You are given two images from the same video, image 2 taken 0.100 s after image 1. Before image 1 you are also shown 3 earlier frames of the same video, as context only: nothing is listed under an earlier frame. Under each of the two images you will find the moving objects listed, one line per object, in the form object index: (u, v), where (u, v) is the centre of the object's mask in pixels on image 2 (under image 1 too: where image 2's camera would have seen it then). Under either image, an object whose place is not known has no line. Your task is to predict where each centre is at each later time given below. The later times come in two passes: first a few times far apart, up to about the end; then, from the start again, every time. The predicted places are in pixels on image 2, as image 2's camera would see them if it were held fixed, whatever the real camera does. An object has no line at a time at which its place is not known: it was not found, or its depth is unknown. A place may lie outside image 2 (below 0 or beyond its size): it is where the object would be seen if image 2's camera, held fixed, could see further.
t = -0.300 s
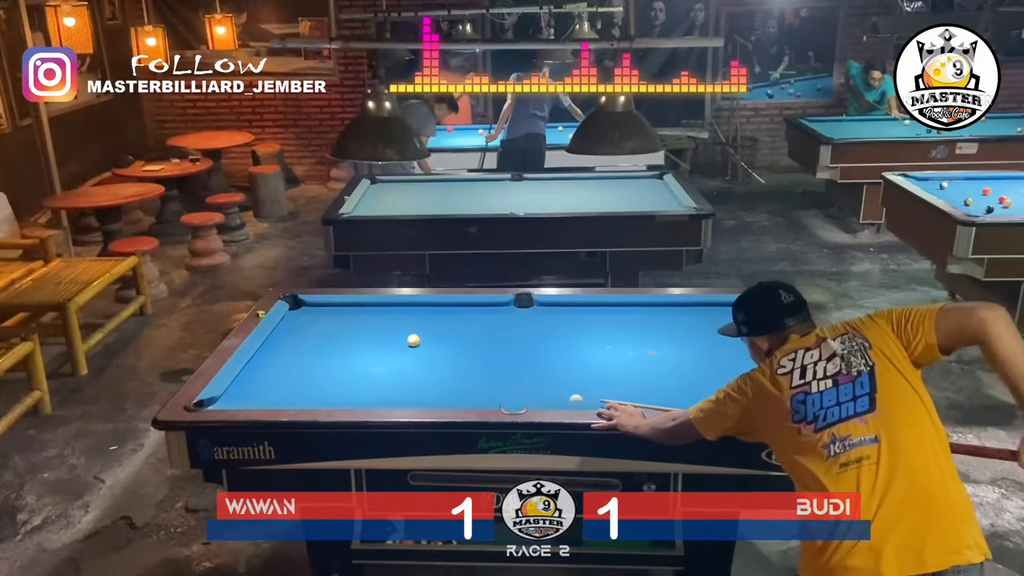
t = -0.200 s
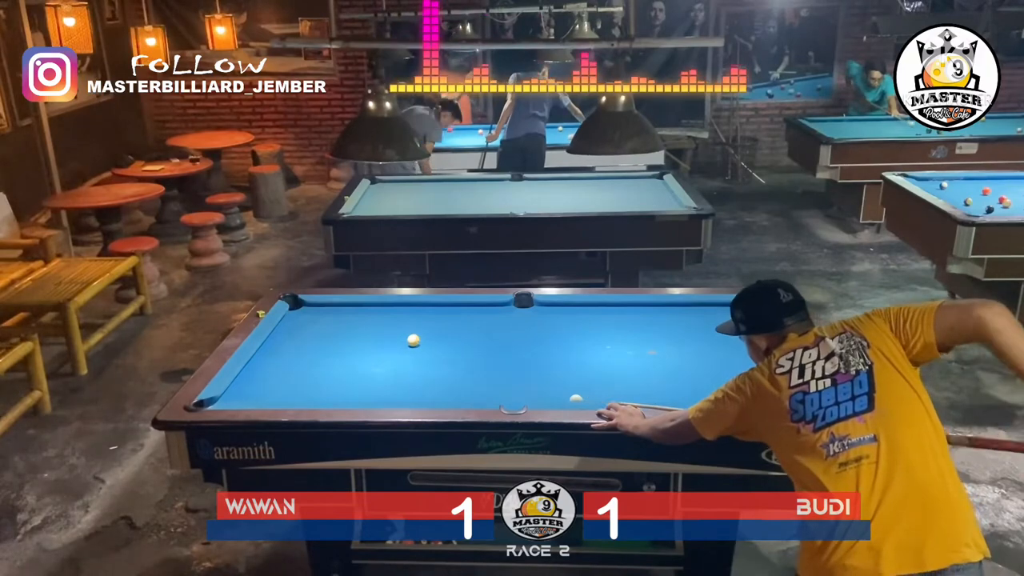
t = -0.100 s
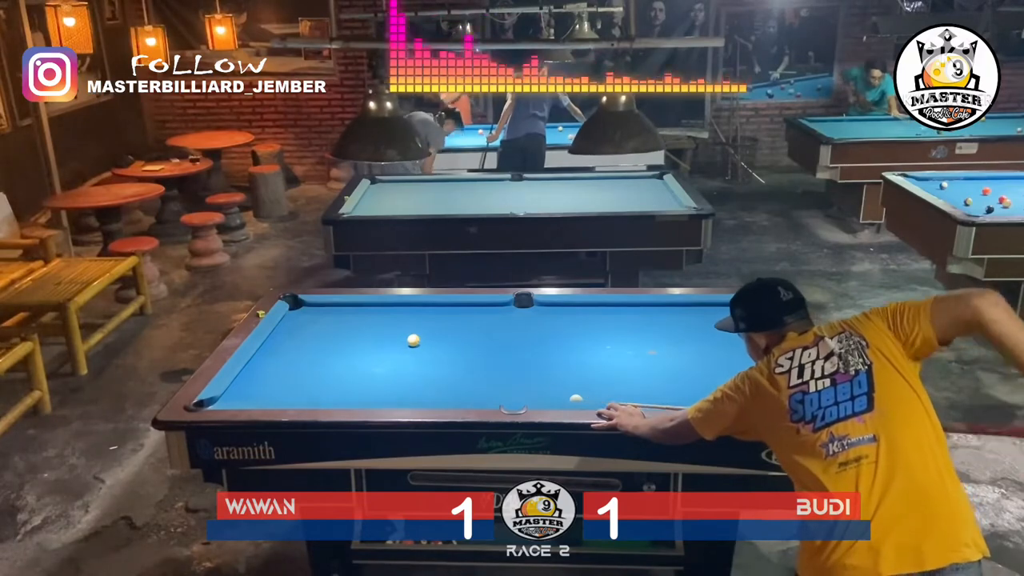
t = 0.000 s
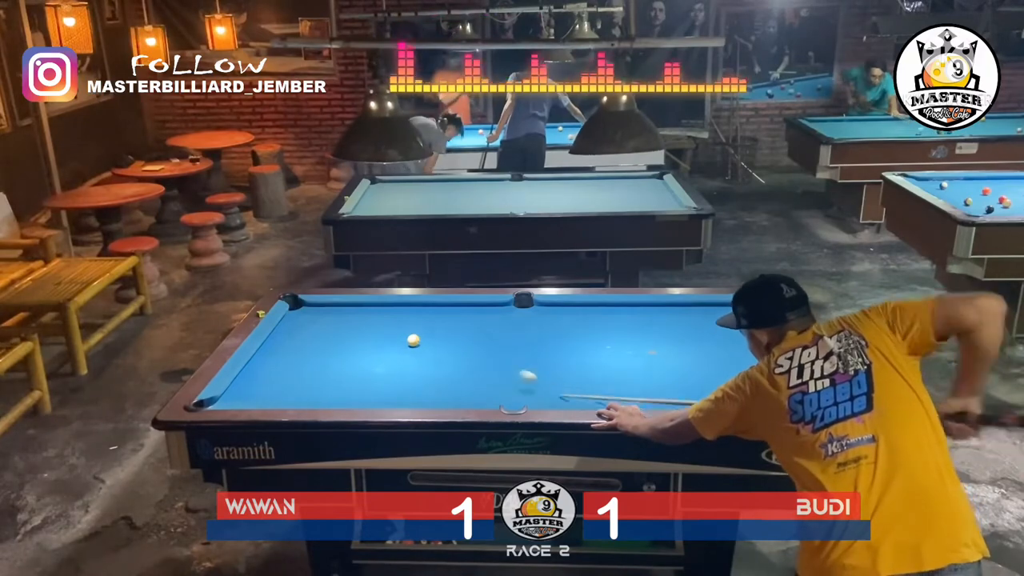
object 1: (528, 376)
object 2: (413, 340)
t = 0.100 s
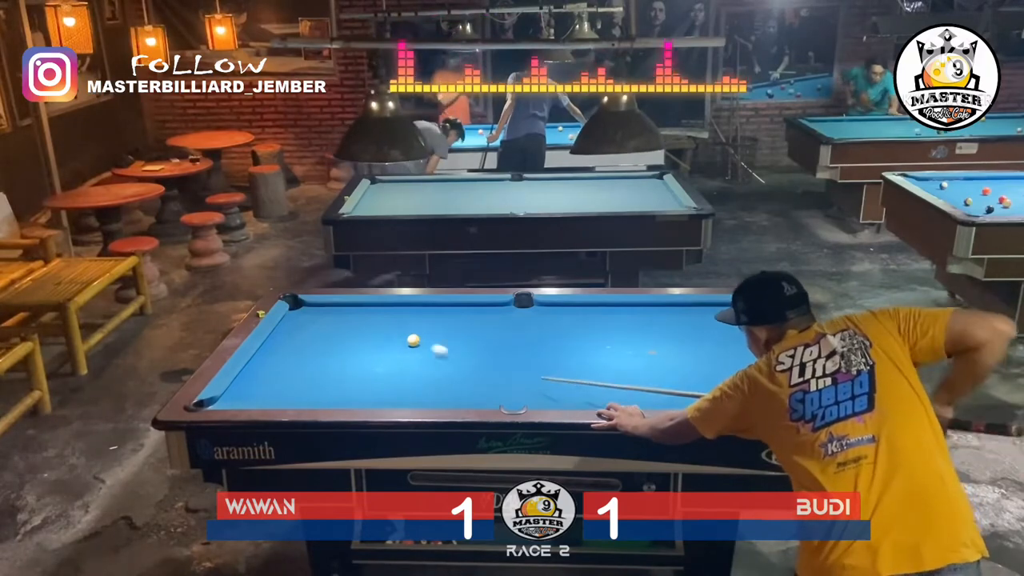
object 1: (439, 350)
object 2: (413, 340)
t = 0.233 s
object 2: (365, 317)
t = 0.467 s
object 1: (384, 348)
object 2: (285, 322)
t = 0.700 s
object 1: (344, 345)
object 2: (310, 351)
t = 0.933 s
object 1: (303, 337)
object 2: (336, 383)
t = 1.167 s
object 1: (285, 330)
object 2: (382, 389)
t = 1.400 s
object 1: (314, 323)
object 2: (436, 368)
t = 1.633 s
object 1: (342, 316)
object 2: (484, 350)
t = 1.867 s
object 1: (366, 311)
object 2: (525, 334)
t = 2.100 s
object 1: (388, 306)
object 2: (562, 320)
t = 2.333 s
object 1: (401, 307)
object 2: (596, 307)
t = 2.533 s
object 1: (410, 308)
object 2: (615, 309)
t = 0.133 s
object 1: (419, 339)
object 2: (408, 337)
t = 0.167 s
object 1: (416, 333)
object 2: (394, 329)
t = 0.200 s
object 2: (379, 323)
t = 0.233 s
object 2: (365, 317)
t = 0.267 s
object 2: (352, 312)
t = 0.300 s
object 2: (339, 306)
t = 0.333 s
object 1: (400, 340)
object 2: (327, 306)
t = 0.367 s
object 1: (397, 348)
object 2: (315, 311)
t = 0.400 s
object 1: (393, 346)
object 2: (304, 315)
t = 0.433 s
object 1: (388, 346)
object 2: (293, 319)
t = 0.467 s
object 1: (384, 348)
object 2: (285, 322)
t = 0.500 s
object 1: (379, 348)
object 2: (289, 326)
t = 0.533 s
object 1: (374, 349)
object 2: (293, 331)
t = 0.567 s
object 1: (368, 348)
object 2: (296, 334)
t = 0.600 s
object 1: (362, 347)
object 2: (299, 338)
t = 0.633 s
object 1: (356, 347)
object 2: (303, 342)
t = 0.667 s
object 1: (350, 346)
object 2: (306, 347)
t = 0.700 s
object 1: (344, 345)
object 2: (310, 351)
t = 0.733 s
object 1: (338, 344)
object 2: (313, 355)
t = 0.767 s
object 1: (332, 342)
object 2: (317, 360)
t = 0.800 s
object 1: (326, 341)
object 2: (321, 364)
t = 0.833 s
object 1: (320, 341)
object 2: (325, 369)
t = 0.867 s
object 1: (314, 339)
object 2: (328, 374)
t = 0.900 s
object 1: (309, 338)
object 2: (332, 378)
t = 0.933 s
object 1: (303, 337)
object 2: (336, 383)
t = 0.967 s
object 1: (298, 336)
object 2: (340, 388)
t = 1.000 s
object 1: (293, 335)
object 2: (345, 393)
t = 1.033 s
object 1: (288, 334)
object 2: (349, 396)
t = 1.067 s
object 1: (282, 333)
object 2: (355, 397)
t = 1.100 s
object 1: (277, 333)
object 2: (364, 394)
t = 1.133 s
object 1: (280, 331)
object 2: (373, 392)
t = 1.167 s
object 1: (285, 330)
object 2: (382, 389)
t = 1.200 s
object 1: (289, 329)
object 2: (390, 386)
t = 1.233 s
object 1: (293, 328)
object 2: (398, 383)
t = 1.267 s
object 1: (298, 327)
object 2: (406, 380)
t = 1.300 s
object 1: (302, 326)
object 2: (413, 377)
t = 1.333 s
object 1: (306, 325)
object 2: (421, 374)
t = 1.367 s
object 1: (311, 324)
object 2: (428, 371)
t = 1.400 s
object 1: (314, 323)
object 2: (436, 368)
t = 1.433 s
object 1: (318, 322)
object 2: (443, 365)
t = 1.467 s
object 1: (322, 321)
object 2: (450, 363)
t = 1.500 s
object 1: (326, 320)
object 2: (457, 360)
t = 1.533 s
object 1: (331, 319)
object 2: (464, 357)
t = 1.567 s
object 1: (334, 318)
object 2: (471, 355)
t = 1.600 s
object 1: (338, 317)
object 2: (477, 352)
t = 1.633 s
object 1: (342, 316)
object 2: (484, 350)
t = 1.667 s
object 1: (345, 315)
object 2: (490, 347)
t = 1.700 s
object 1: (349, 315)
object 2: (496, 345)
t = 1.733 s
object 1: (352, 314)
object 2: (502, 342)
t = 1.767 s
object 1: (356, 313)
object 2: (508, 340)
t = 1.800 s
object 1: (359, 312)
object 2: (514, 338)
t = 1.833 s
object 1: (363, 312)
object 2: (520, 336)
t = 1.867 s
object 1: (366, 311)
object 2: (525, 334)
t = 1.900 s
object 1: (369, 310)
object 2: (531, 332)
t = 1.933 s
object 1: (372, 309)
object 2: (536, 330)
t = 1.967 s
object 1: (376, 309)
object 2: (542, 327)
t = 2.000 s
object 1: (379, 308)
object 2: (547, 326)
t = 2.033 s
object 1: (382, 307)
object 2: (552, 323)
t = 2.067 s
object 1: (385, 306)
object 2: (557, 322)
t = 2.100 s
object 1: (388, 306)
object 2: (562, 320)
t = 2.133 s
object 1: (391, 305)
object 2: (568, 318)
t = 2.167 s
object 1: (393, 305)
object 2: (572, 316)
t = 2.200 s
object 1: (395, 306)
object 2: (577, 314)
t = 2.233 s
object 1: (396, 306)
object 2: (582, 313)
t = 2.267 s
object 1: (398, 306)
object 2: (587, 310)
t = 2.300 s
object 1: (400, 306)
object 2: (591, 309)
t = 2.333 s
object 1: (401, 307)
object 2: (596, 307)
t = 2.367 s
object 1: (403, 307)
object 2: (601, 305)
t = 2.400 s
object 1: (404, 307)
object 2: (604, 305)
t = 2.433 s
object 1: (406, 307)
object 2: (607, 306)
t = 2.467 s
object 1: (407, 308)
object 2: (610, 307)
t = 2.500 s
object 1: (409, 308)
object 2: (613, 308)
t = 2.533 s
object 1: (410, 308)
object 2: (615, 309)
